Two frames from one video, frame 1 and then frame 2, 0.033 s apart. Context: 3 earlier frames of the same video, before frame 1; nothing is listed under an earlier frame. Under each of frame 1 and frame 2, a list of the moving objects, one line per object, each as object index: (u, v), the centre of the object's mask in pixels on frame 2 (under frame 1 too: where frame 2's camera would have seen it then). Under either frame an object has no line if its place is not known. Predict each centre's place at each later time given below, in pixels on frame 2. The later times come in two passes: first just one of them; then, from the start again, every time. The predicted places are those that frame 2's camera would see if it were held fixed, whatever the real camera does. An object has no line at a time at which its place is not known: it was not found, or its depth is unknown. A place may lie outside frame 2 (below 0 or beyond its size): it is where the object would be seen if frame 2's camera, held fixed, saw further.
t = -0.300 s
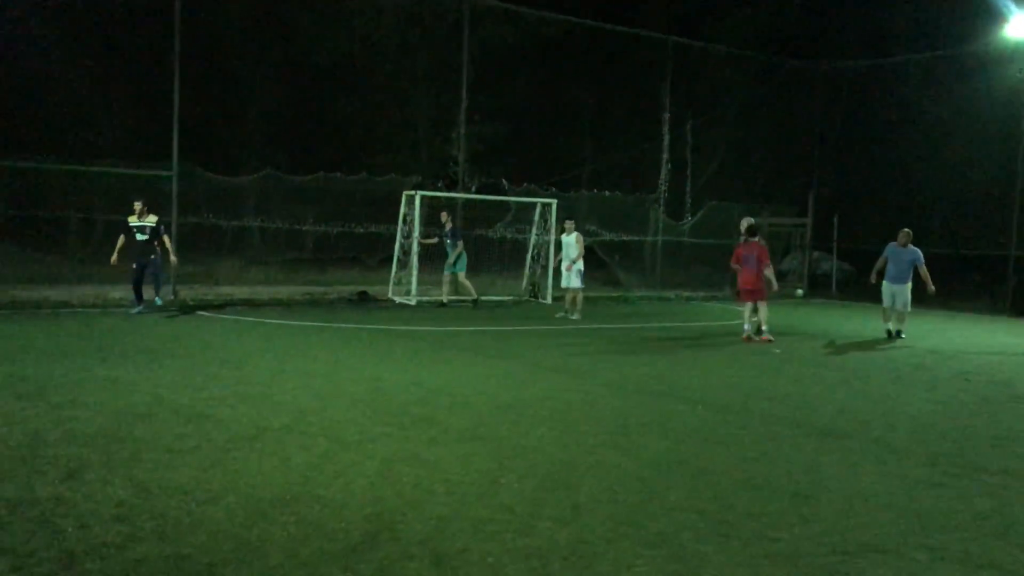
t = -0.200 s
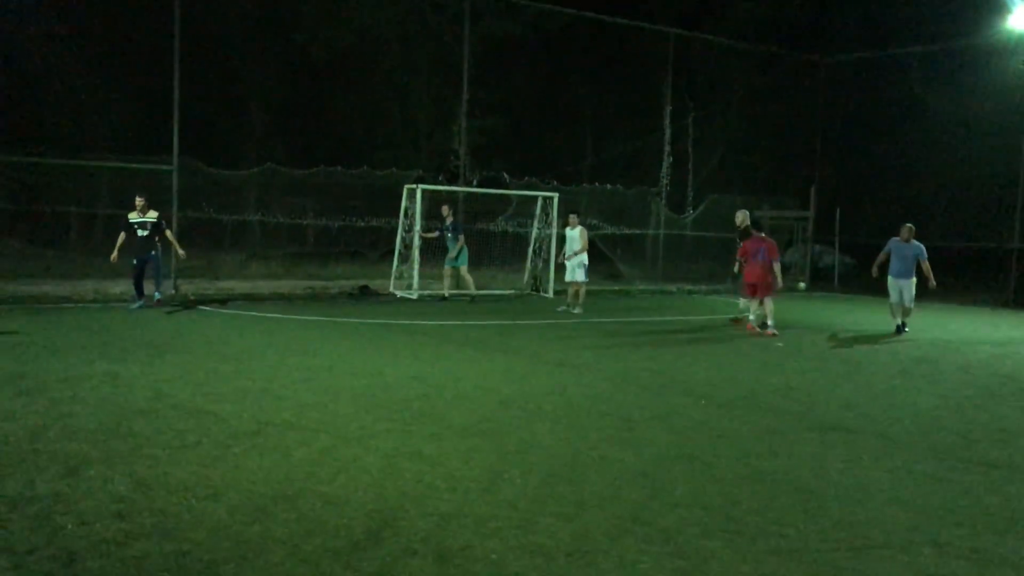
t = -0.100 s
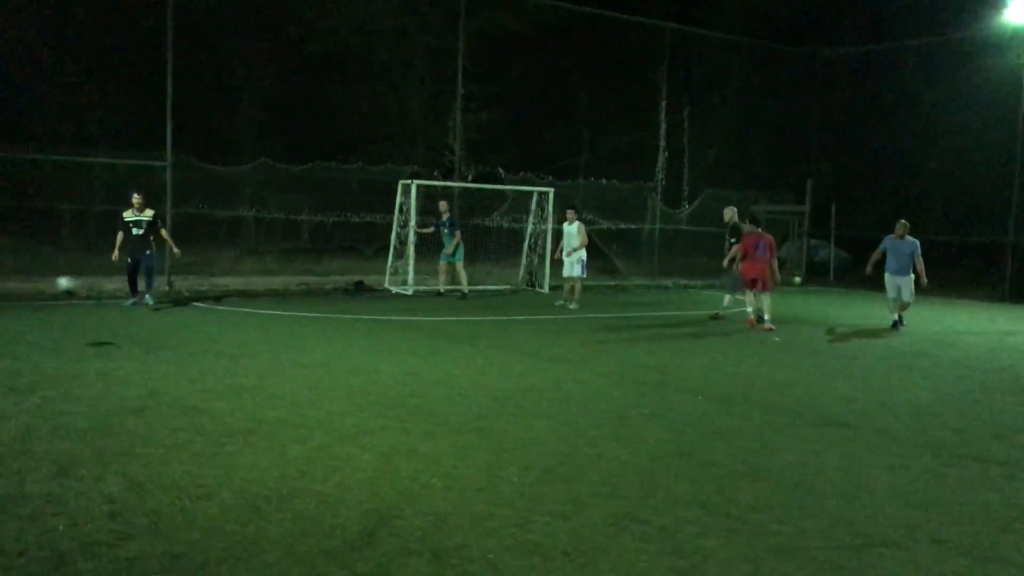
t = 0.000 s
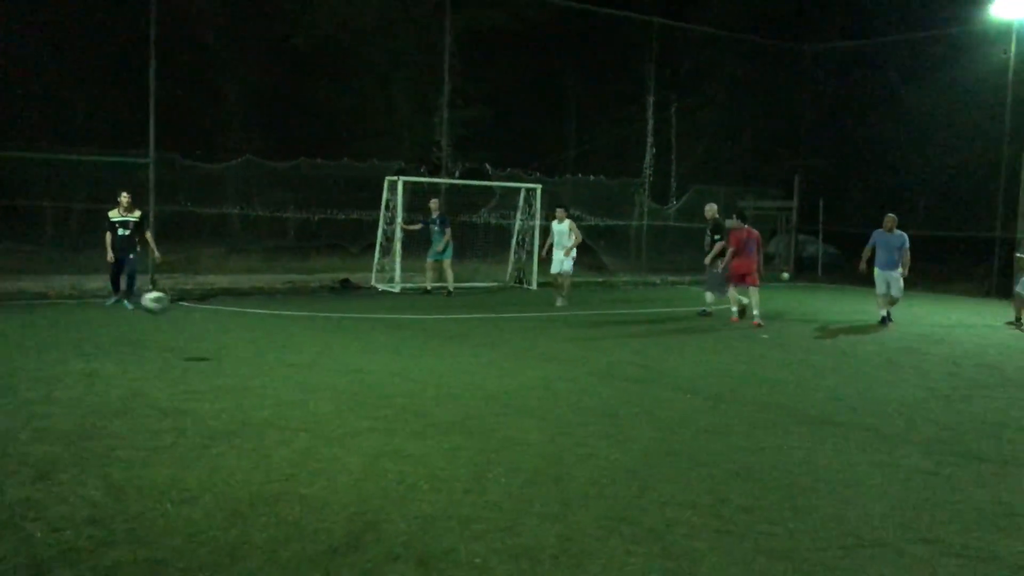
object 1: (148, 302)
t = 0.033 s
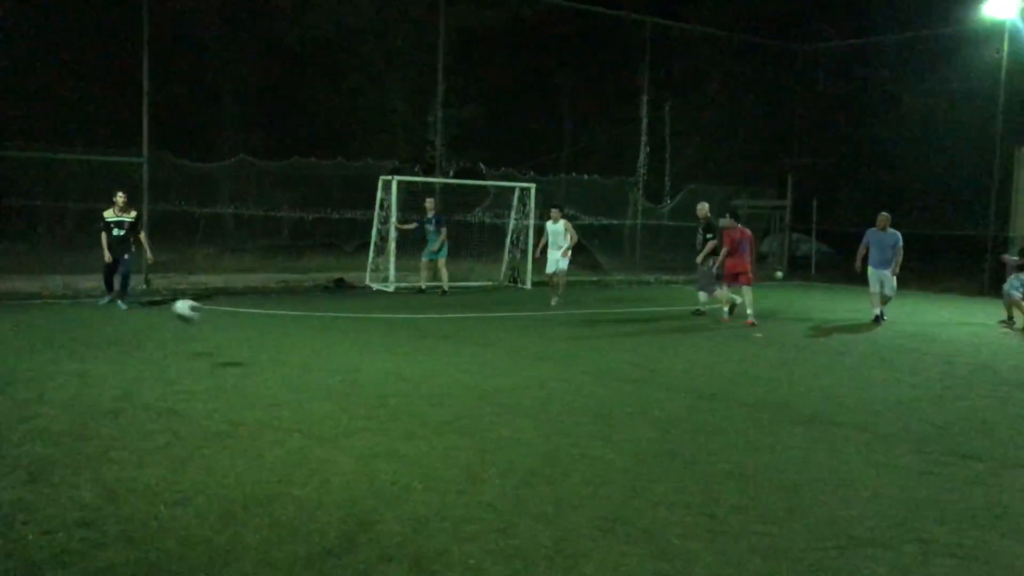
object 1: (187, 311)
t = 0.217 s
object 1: (426, 373)
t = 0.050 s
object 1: (206, 316)
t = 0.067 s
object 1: (229, 321)
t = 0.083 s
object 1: (249, 326)
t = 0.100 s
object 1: (271, 332)
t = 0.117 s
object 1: (294, 340)
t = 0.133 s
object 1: (317, 348)
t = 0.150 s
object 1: (339, 354)
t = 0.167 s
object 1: (362, 364)
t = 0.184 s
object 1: (385, 371)
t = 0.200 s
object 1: (407, 378)
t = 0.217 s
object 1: (426, 373)
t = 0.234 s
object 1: (444, 370)
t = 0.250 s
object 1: (461, 367)
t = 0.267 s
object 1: (480, 365)
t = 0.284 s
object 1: (498, 363)
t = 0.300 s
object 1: (515, 361)
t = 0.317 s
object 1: (536, 359)
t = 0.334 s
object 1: (553, 358)
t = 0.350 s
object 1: (573, 358)
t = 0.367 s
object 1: (594, 358)
